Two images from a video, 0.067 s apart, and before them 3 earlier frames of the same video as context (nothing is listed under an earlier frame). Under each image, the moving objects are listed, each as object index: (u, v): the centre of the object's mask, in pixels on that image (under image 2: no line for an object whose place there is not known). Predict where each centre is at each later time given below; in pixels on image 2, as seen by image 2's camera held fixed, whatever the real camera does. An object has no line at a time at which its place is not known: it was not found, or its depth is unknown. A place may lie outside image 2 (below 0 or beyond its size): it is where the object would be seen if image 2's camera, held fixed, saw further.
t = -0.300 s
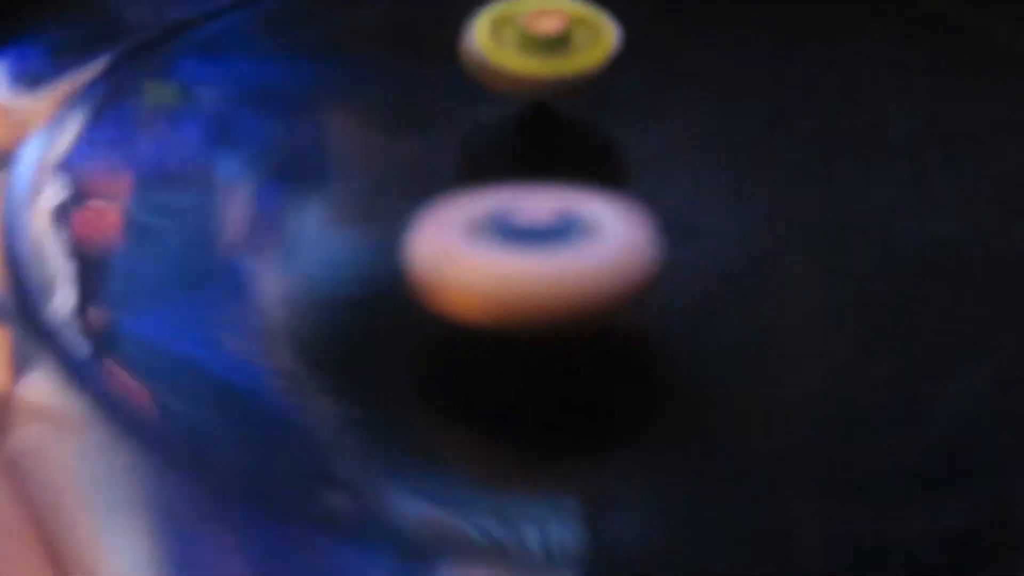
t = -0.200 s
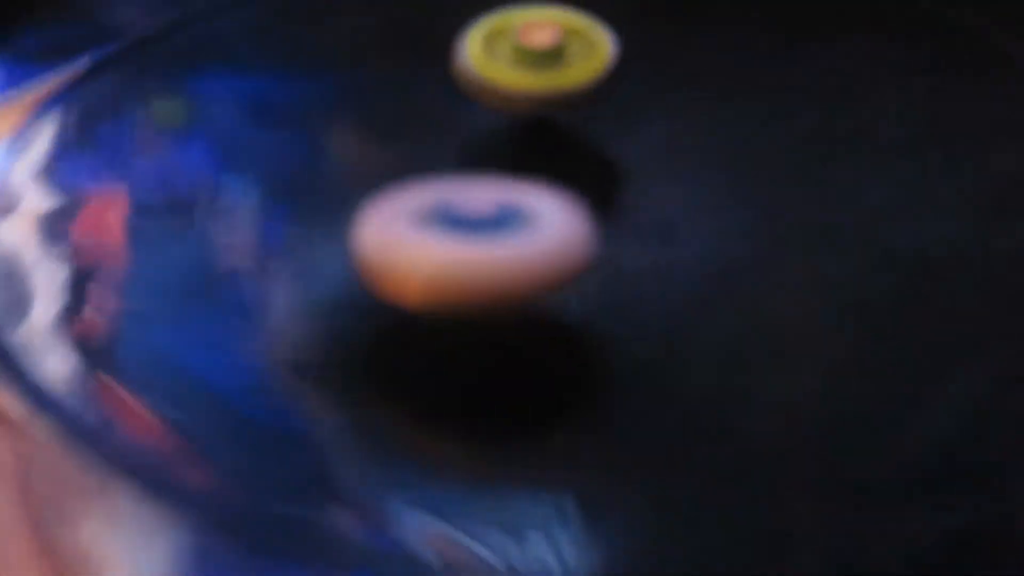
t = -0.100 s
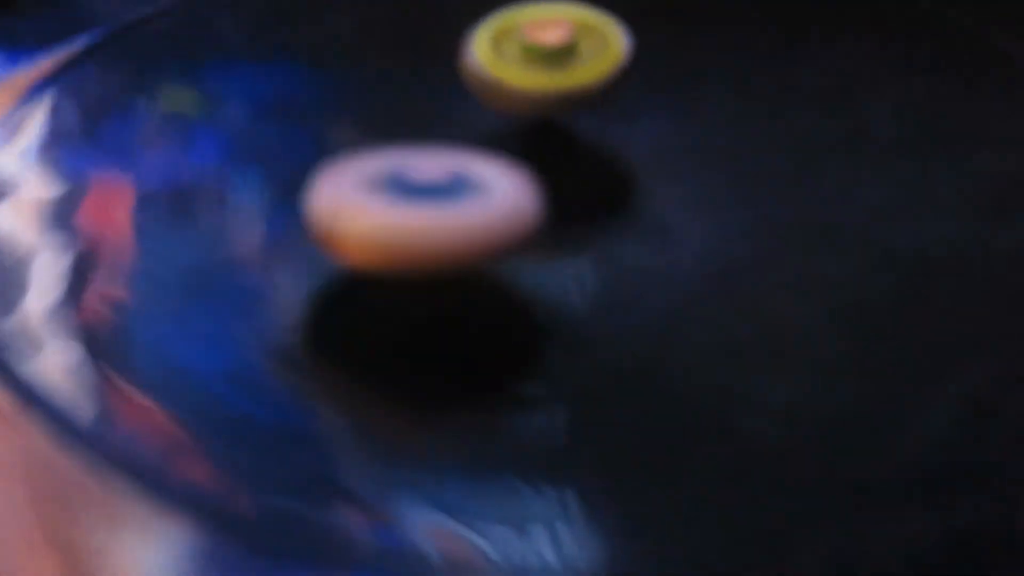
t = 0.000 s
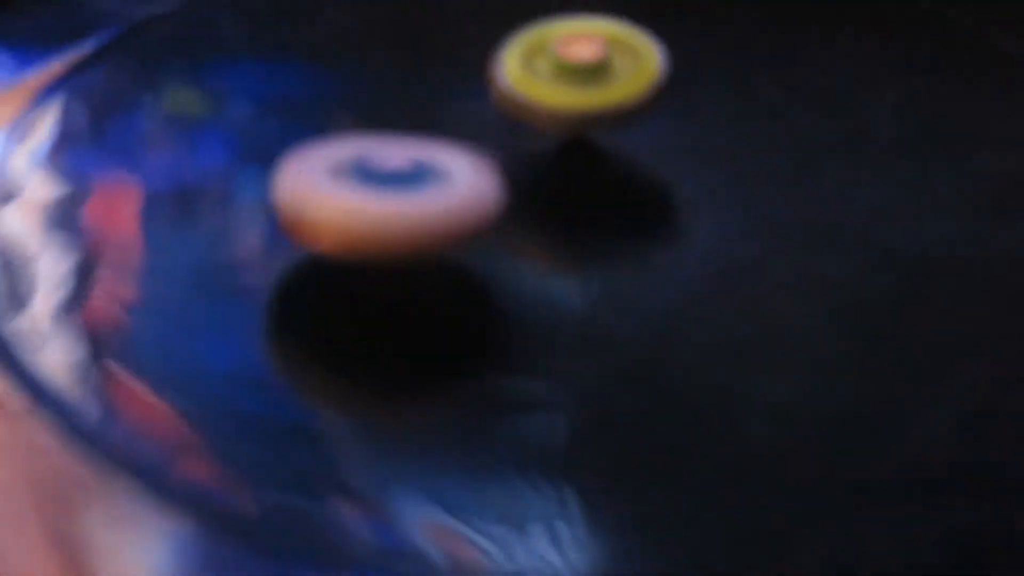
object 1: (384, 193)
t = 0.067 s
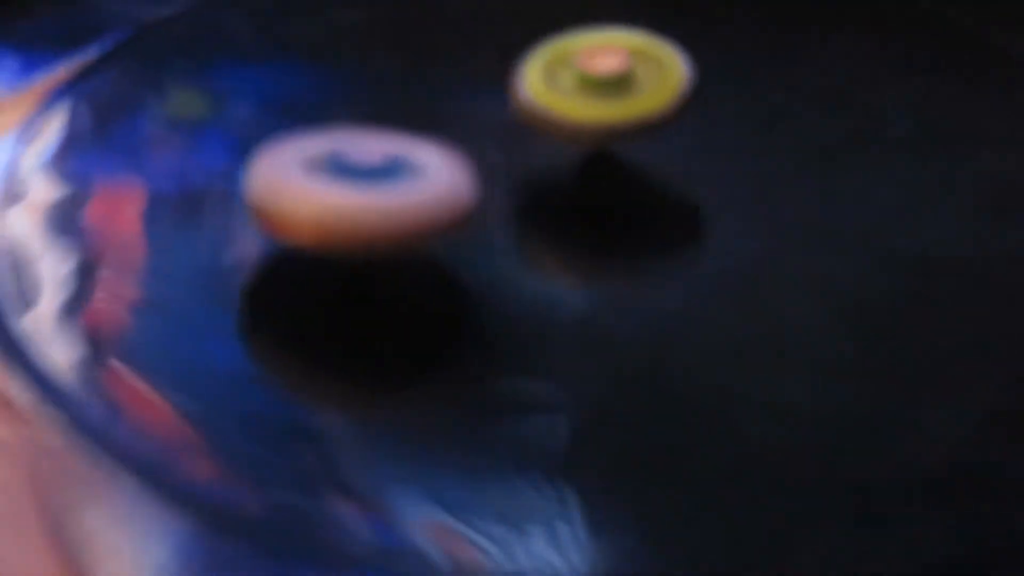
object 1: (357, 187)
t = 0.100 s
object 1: (343, 184)
